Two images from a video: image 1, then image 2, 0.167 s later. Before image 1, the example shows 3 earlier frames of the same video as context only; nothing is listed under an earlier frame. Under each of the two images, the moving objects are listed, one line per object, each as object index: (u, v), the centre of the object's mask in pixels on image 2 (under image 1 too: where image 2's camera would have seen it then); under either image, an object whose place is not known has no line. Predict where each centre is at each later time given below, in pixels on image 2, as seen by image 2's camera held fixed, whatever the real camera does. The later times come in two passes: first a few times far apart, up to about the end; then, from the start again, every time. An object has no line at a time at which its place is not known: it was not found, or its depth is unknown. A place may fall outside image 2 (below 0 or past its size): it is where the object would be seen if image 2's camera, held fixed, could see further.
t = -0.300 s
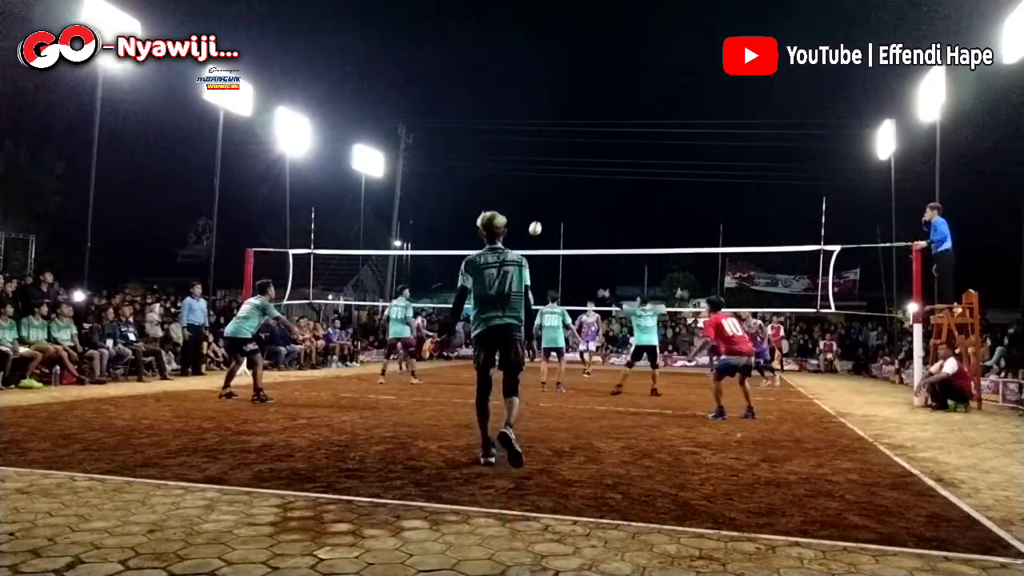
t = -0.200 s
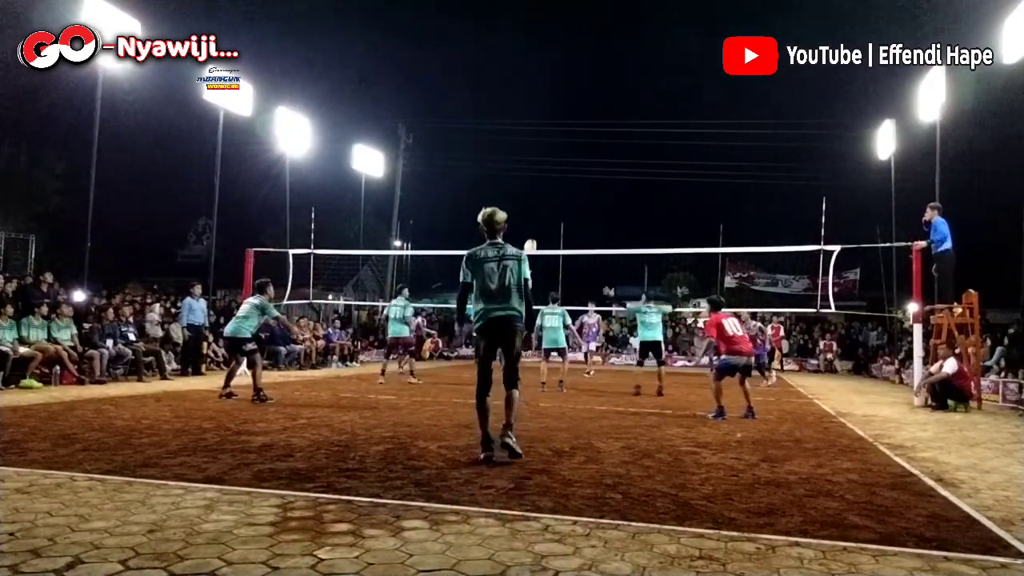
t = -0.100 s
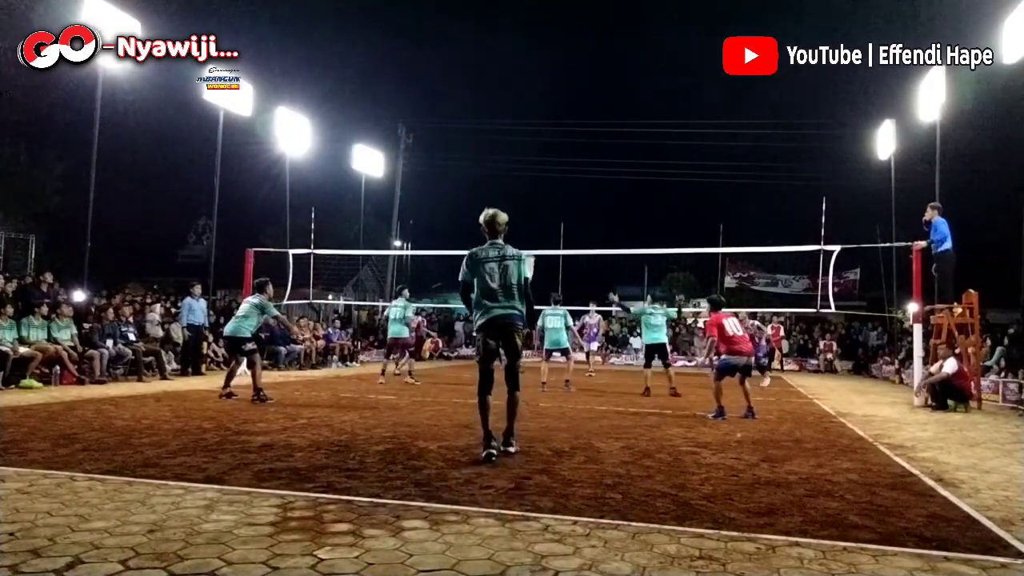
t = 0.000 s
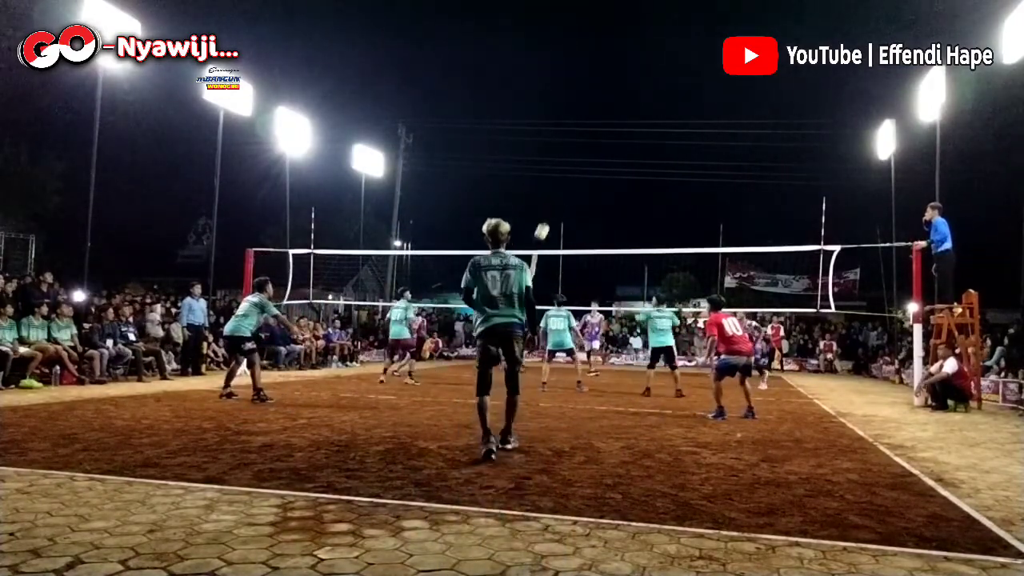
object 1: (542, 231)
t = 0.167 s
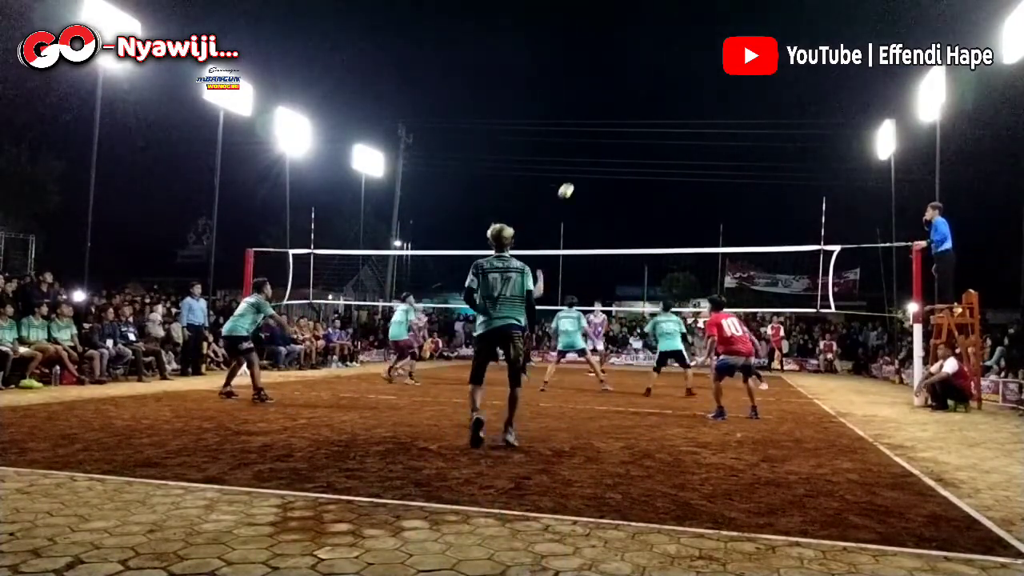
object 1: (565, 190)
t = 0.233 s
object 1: (575, 178)
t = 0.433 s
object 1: (603, 155)
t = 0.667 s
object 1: (636, 155)
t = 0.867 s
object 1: (662, 179)
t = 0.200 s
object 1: (570, 184)
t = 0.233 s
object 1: (575, 178)
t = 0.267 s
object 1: (580, 173)
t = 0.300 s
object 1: (585, 168)
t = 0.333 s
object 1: (589, 164)
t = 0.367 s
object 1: (594, 161)
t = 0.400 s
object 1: (599, 158)
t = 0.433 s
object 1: (603, 155)
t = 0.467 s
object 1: (608, 154)
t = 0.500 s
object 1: (613, 152)
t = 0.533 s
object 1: (617, 152)
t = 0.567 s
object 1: (622, 152)
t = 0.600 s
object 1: (626, 153)
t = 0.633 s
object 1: (631, 153)
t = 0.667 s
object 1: (636, 155)
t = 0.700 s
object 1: (640, 158)
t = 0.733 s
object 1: (645, 161)
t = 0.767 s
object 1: (649, 164)
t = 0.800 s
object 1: (653, 169)
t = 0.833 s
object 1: (658, 173)
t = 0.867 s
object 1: (662, 179)
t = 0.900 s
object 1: (666, 185)
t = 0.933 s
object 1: (671, 191)
